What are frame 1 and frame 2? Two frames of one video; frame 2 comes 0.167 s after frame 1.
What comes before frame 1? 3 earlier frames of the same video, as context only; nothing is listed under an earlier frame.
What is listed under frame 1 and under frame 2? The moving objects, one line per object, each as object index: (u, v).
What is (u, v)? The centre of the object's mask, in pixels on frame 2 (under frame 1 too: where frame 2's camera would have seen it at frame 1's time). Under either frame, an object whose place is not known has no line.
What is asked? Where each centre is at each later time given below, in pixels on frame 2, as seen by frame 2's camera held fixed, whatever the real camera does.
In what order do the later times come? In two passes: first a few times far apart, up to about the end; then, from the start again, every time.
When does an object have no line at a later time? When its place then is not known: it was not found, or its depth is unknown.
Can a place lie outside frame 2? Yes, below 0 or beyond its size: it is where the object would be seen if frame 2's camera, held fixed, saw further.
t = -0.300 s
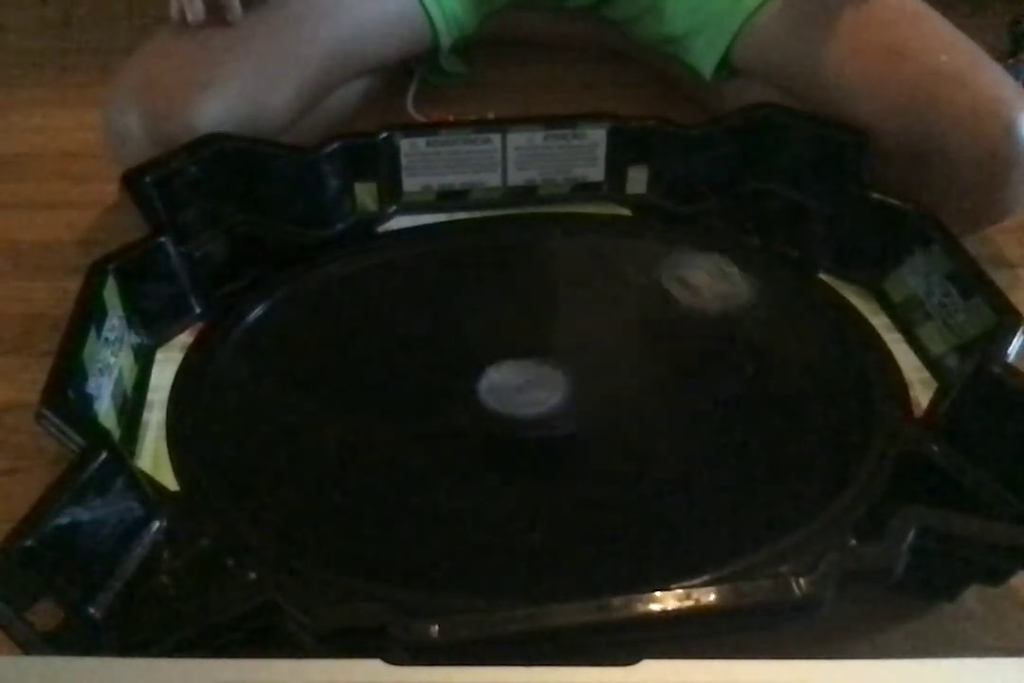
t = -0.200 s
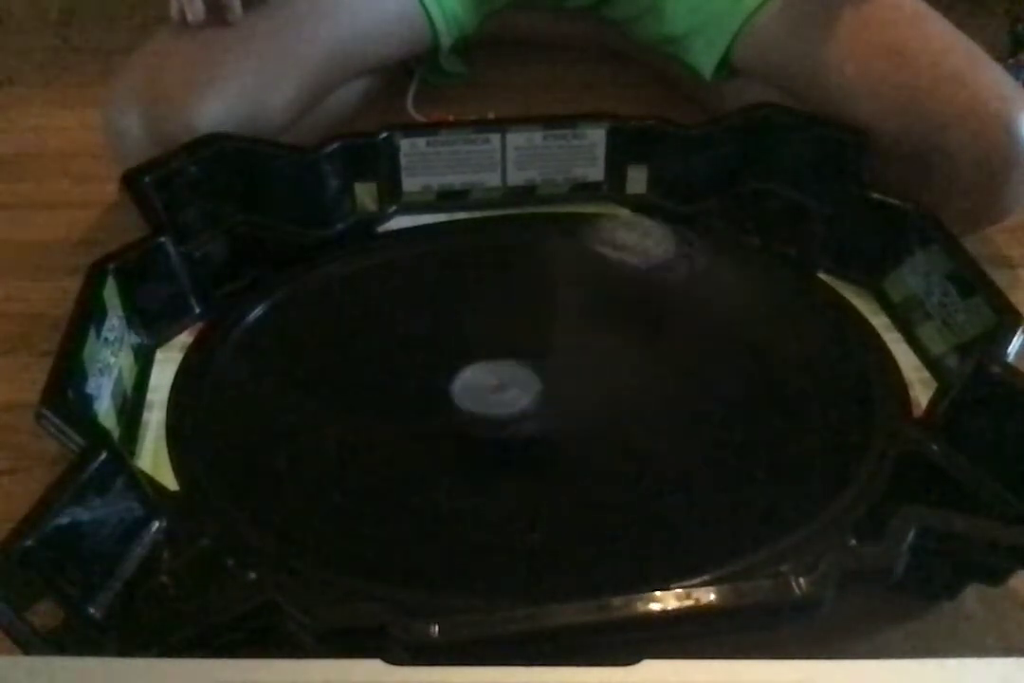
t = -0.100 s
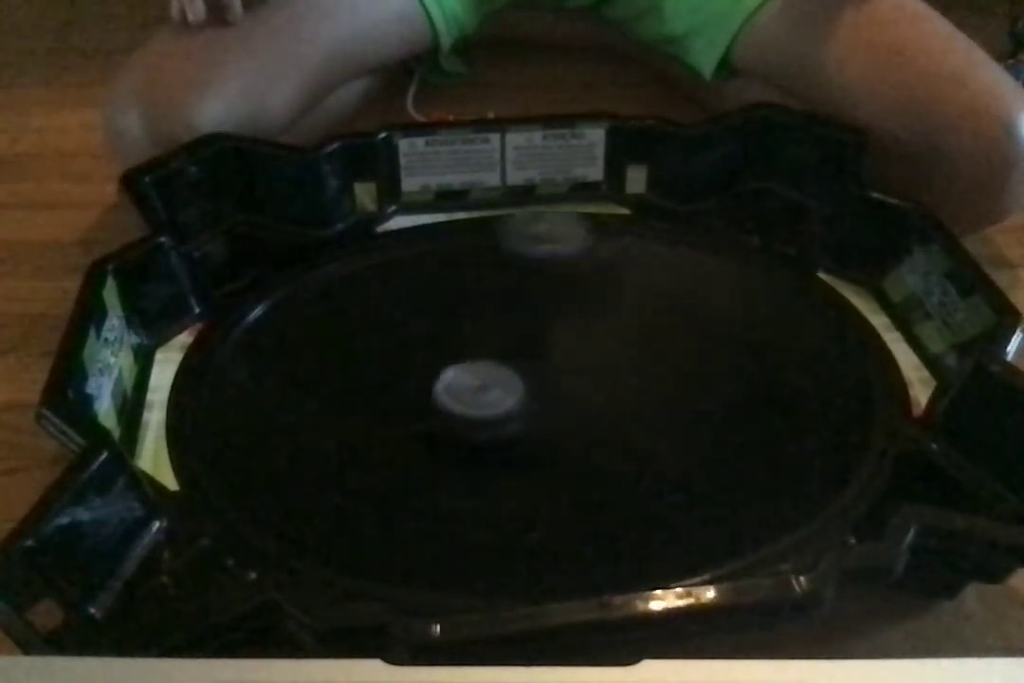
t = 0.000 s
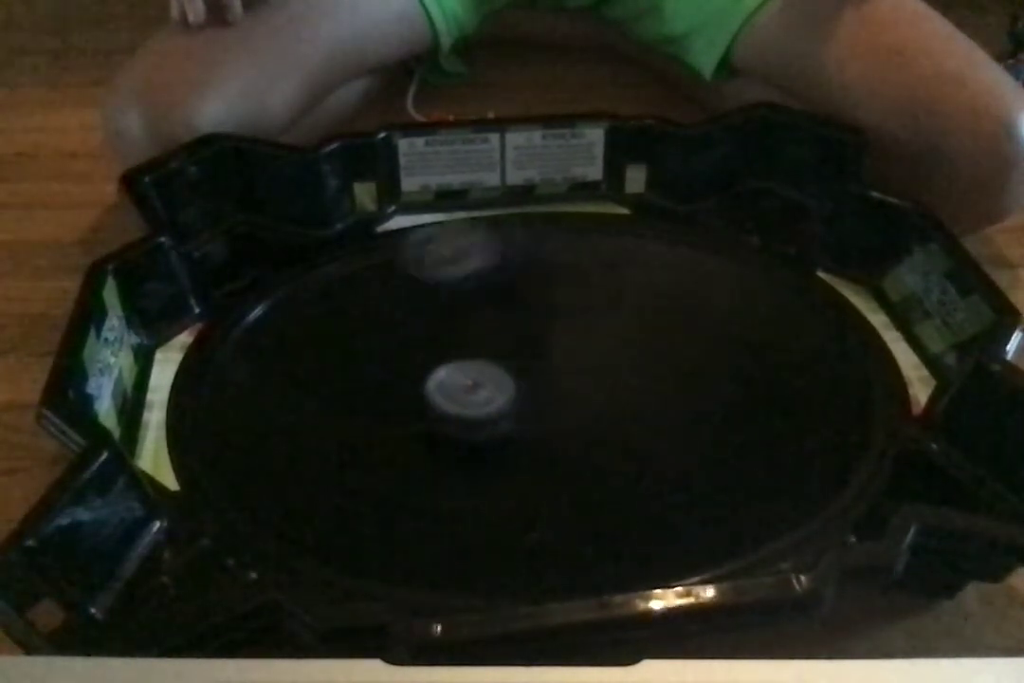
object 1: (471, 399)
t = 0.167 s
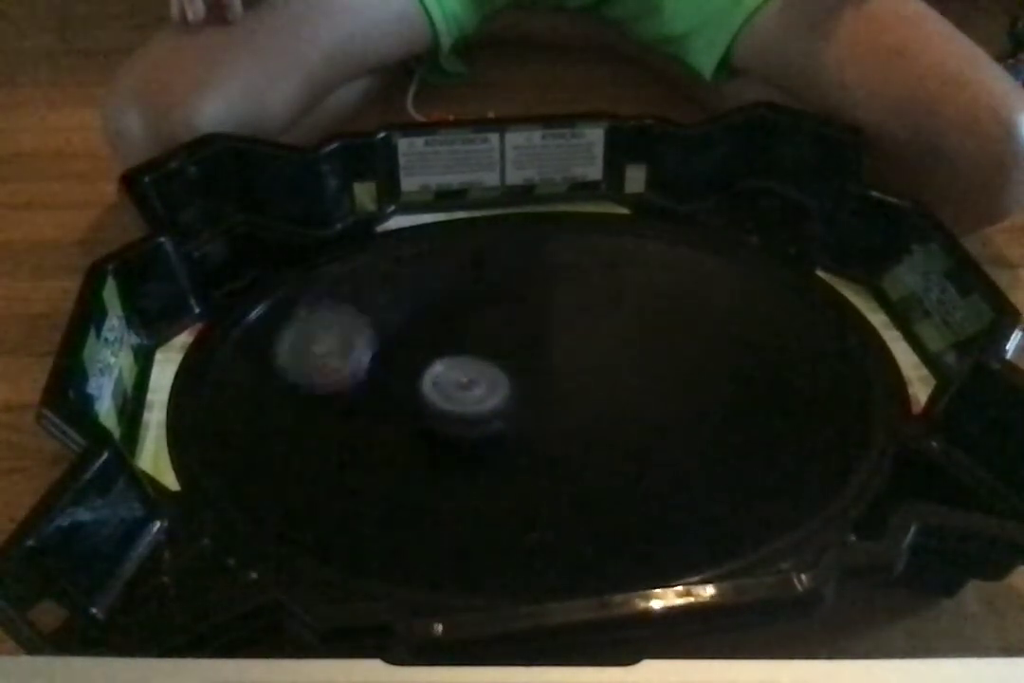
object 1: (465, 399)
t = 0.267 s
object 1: (466, 393)
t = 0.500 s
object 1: (475, 382)
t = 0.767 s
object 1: (500, 361)
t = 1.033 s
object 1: (516, 352)
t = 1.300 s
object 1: (546, 355)
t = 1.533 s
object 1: (583, 360)
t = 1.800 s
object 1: (596, 371)
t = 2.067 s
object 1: (586, 382)
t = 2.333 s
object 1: (576, 396)
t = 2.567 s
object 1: (554, 391)
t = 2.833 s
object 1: (517, 381)
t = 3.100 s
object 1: (497, 372)
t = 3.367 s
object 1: (506, 409)
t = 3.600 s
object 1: (543, 411)
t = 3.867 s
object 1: (630, 380)
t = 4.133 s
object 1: (797, 239)
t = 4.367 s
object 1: (788, 232)
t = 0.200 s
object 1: (465, 395)
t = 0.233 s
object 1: (465, 396)
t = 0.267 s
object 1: (466, 393)
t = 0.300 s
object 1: (467, 394)
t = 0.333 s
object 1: (468, 392)
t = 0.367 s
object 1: (468, 390)
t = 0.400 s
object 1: (470, 387)
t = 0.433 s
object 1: (472, 384)
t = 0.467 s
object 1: (473, 382)
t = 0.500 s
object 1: (475, 382)
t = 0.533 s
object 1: (480, 381)
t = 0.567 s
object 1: (481, 379)
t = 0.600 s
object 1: (484, 377)
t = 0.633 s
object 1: (487, 375)
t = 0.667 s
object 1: (493, 368)
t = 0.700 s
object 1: (496, 365)
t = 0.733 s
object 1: (499, 363)
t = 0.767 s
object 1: (500, 361)
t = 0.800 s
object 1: (500, 360)
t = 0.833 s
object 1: (500, 358)
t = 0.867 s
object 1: (502, 357)
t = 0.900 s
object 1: (502, 355)
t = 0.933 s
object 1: (504, 354)
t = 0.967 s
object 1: (509, 353)
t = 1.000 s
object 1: (513, 352)
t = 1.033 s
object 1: (516, 352)
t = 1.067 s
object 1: (521, 354)
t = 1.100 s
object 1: (525, 353)
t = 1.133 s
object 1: (527, 353)
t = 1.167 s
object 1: (532, 353)
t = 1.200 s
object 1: (536, 353)
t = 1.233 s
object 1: (539, 354)
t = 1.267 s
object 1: (542, 355)
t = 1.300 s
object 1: (546, 355)
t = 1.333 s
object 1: (548, 356)
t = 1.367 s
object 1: (550, 357)
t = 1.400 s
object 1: (555, 357)
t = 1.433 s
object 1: (563, 355)
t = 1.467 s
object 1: (570, 356)
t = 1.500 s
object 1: (576, 359)
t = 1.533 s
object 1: (583, 360)
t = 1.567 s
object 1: (586, 361)
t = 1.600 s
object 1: (589, 364)
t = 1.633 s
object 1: (590, 365)
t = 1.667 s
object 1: (593, 366)
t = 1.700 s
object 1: (594, 368)
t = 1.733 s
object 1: (595, 369)
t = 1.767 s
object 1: (595, 370)
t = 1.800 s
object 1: (596, 371)
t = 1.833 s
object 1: (596, 373)
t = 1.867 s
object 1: (595, 374)
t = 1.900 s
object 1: (593, 378)
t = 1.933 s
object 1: (592, 378)
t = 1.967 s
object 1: (590, 383)
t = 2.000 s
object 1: (589, 381)
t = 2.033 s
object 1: (588, 383)
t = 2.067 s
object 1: (586, 382)
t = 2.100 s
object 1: (584, 385)
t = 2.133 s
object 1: (582, 389)
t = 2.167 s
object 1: (581, 391)
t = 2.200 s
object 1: (581, 392)
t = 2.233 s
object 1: (580, 394)
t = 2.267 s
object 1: (579, 395)
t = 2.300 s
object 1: (579, 395)
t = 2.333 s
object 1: (576, 396)
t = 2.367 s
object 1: (575, 396)
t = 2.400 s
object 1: (571, 395)
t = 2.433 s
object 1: (568, 393)
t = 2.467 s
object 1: (566, 393)
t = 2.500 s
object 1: (563, 392)
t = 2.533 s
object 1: (558, 391)
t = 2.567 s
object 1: (554, 391)
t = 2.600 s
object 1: (550, 391)
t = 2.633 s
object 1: (545, 388)
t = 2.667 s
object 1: (541, 386)
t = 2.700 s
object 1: (535, 384)
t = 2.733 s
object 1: (529, 384)
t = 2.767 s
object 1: (525, 383)
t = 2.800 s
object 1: (522, 382)
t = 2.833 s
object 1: (517, 381)
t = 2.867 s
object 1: (512, 380)
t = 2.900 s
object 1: (510, 380)
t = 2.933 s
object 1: (507, 378)
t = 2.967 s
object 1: (503, 377)
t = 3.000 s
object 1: (501, 375)
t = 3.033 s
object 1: (500, 373)
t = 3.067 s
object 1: (498, 371)
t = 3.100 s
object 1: (497, 372)
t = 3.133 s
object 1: (497, 370)
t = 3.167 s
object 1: (497, 368)
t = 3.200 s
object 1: (497, 368)
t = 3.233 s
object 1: (497, 371)
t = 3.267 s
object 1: (499, 384)
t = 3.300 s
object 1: (502, 397)
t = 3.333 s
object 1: (504, 406)
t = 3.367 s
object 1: (506, 409)
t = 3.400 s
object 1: (510, 410)
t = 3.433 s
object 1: (514, 410)
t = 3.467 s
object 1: (520, 412)
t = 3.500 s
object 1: (526, 412)
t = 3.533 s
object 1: (534, 412)
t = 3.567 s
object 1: (539, 411)
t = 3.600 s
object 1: (543, 411)
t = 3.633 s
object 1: (547, 412)
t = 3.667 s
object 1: (550, 414)
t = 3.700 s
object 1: (557, 411)
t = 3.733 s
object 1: (577, 401)
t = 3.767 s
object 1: (600, 391)
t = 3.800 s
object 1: (616, 389)
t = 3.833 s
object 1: (625, 385)
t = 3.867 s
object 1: (630, 380)
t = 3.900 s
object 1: (637, 373)
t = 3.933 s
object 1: (669, 356)
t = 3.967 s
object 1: (713, 324)
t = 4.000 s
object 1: (750, 293)
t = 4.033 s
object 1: (775, 273)
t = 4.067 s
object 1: (792, 252)
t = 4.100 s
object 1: (797, 242)
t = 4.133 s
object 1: (797, 239)
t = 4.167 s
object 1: (796, 236)
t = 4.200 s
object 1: (791, 235)
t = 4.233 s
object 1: (787, 233)
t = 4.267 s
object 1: (786, 234)
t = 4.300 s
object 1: (786, 234)
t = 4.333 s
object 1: (786, 232)
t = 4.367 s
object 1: (788, 232)
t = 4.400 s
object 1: (787, 232)
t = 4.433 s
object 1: (783, 233)
